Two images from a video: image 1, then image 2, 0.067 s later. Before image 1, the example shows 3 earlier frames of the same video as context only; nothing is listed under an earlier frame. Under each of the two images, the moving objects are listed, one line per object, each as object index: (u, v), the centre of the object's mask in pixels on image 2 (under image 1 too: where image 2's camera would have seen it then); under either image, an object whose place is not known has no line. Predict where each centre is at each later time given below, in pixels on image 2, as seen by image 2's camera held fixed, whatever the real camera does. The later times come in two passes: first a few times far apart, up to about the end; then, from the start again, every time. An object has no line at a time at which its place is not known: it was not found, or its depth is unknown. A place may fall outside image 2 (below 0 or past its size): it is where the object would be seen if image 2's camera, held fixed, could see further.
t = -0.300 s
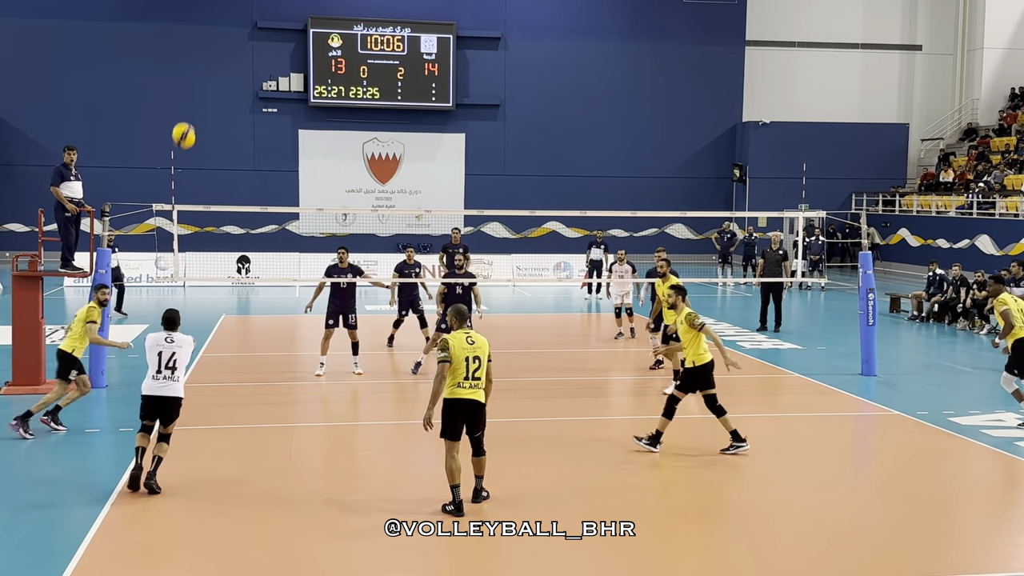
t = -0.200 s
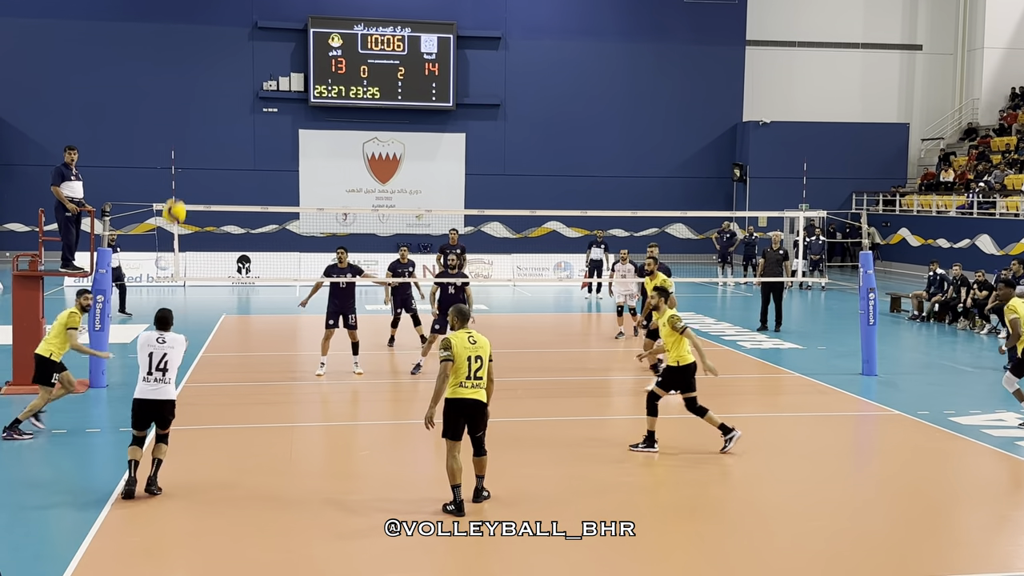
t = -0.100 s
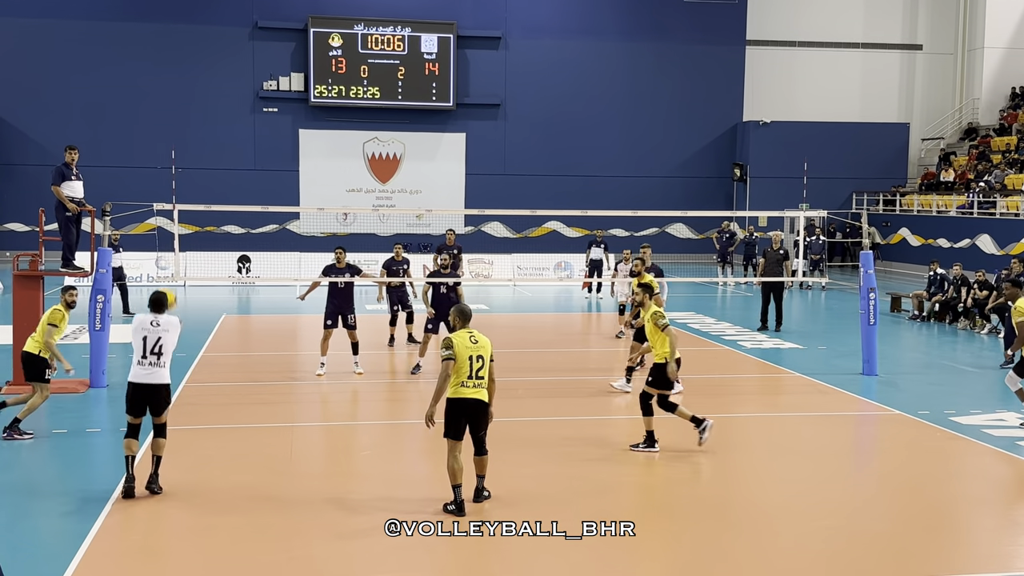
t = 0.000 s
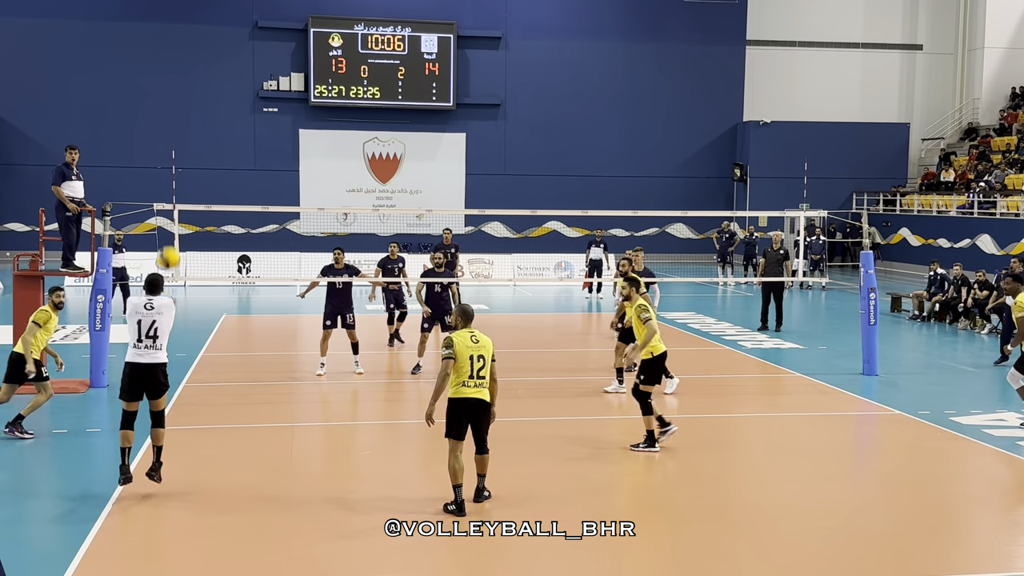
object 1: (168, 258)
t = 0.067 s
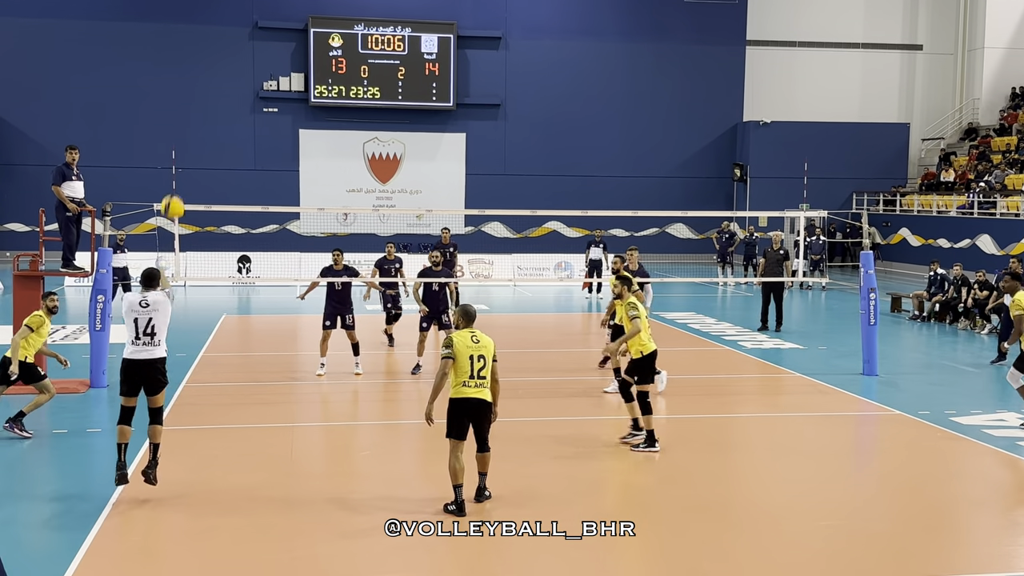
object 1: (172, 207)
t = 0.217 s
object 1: (181, 115)
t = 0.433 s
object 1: (194, 34)
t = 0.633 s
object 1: (204, 7)
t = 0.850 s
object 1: (215, 19)
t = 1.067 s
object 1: (225, 69)
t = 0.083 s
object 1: (173, 194)
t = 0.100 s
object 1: (174, 184)
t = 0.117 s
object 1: (176, 173)
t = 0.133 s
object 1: (177, 162)
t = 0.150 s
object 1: (178, 153)
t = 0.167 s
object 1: (178, 142)
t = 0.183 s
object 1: (179, 133)
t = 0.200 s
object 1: (180, 124)
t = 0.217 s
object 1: (181, 115)
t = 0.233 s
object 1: (183, 107)
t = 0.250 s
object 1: (183, 99)
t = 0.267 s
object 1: (184, 91)
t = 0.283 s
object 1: (185, 84)
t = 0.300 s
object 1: (186, 77)
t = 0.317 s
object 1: (187, 70)
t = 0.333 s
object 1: (188, 64)
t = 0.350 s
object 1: (189, 58)
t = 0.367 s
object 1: (190, 53)
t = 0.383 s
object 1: (191, 48)
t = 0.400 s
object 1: (192, 43)
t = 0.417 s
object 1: (193, 39)
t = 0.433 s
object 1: (194, 34)
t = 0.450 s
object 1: (195, 30)
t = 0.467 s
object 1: (196, 27)
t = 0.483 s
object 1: (197, 23)
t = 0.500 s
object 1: (197, 20)
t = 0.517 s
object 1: (198, 17)
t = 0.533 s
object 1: (199, 15)
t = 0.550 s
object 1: (200, 13)
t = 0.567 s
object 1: (201, 11)
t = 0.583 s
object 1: (202, 9)
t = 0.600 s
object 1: (203, 8)
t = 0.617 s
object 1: (203, 7)
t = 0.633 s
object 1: (204, 7)
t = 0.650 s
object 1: (205, 6)
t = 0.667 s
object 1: (206, 6)
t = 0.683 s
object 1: (207, 6)
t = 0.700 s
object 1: (208, 6)
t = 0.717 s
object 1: (209, 7)
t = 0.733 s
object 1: (210, 7)
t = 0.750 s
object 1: (210, 8)
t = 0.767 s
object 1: (211, 9)
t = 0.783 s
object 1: (212, 11)
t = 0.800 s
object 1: (213, 12)
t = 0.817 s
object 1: (214, 14)
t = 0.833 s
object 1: (215, 17)
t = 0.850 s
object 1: (215, 19)
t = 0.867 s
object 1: (216, 22)
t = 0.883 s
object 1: (217, 24)
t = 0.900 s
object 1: (218, 27)
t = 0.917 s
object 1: (219, 31)
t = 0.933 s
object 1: (219, 34)
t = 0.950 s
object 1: (220, 38)
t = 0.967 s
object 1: (221, 41)
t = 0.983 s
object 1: (221, 46)
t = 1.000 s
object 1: (222, 50)
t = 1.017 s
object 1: (223, 54)
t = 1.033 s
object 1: (224, 59)
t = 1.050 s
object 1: (225, 63)
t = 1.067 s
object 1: (225, 69)
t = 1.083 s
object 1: (226, 74)
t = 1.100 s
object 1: (227, 79)
